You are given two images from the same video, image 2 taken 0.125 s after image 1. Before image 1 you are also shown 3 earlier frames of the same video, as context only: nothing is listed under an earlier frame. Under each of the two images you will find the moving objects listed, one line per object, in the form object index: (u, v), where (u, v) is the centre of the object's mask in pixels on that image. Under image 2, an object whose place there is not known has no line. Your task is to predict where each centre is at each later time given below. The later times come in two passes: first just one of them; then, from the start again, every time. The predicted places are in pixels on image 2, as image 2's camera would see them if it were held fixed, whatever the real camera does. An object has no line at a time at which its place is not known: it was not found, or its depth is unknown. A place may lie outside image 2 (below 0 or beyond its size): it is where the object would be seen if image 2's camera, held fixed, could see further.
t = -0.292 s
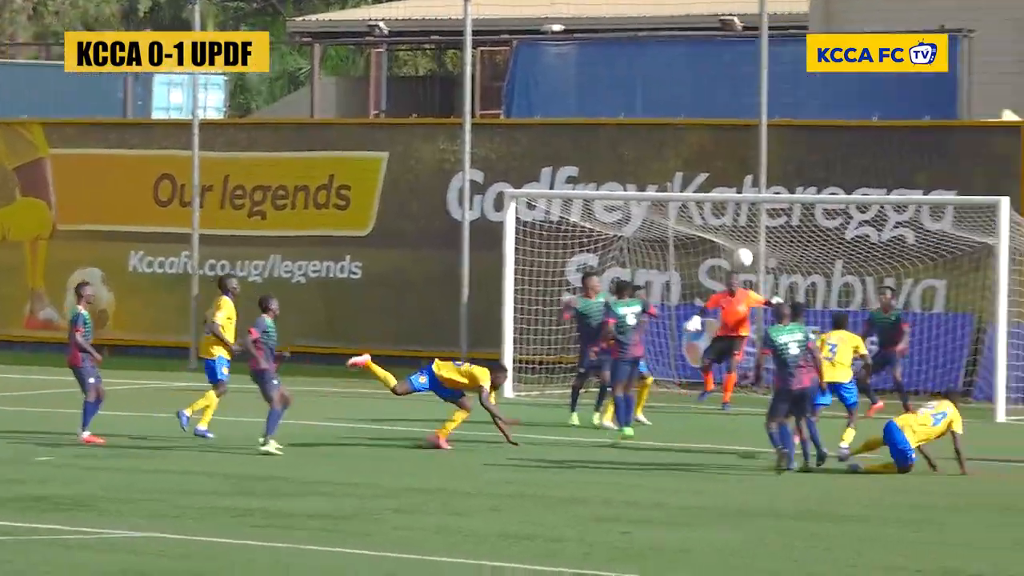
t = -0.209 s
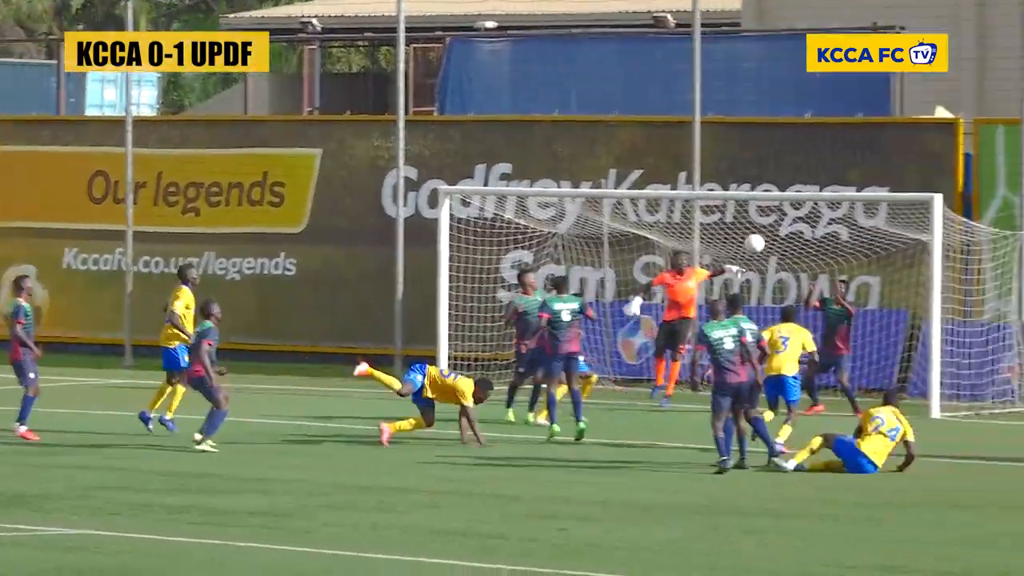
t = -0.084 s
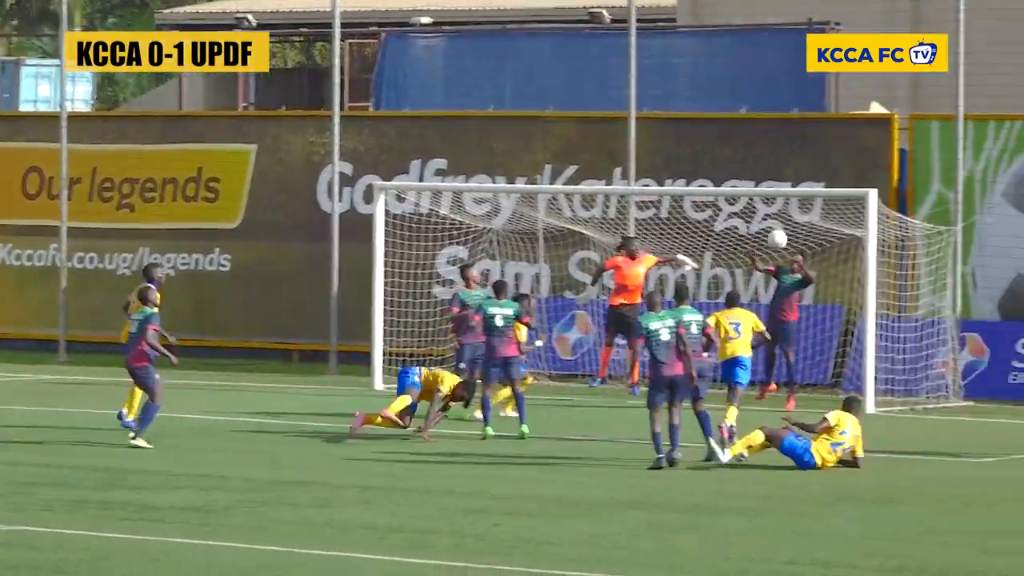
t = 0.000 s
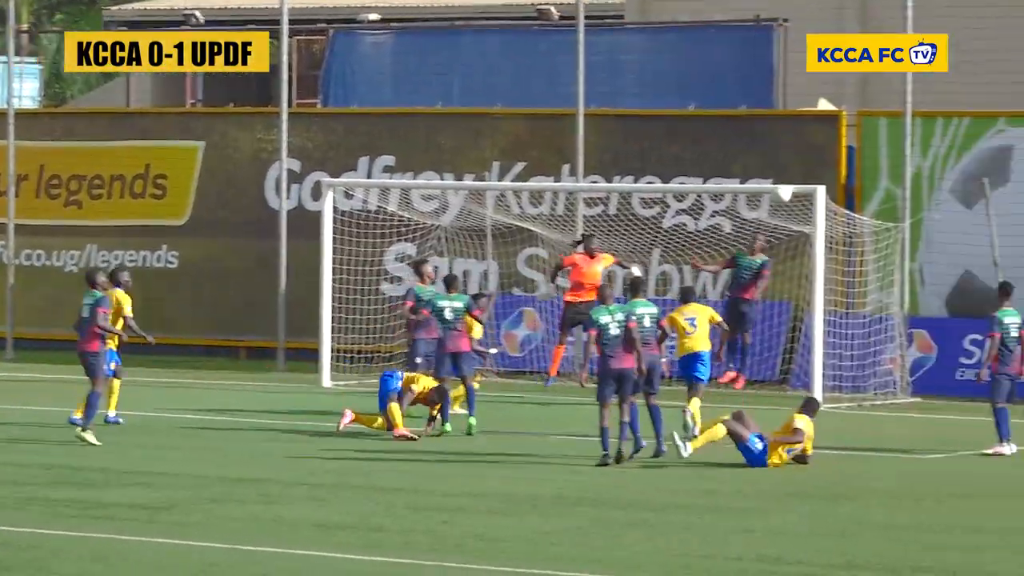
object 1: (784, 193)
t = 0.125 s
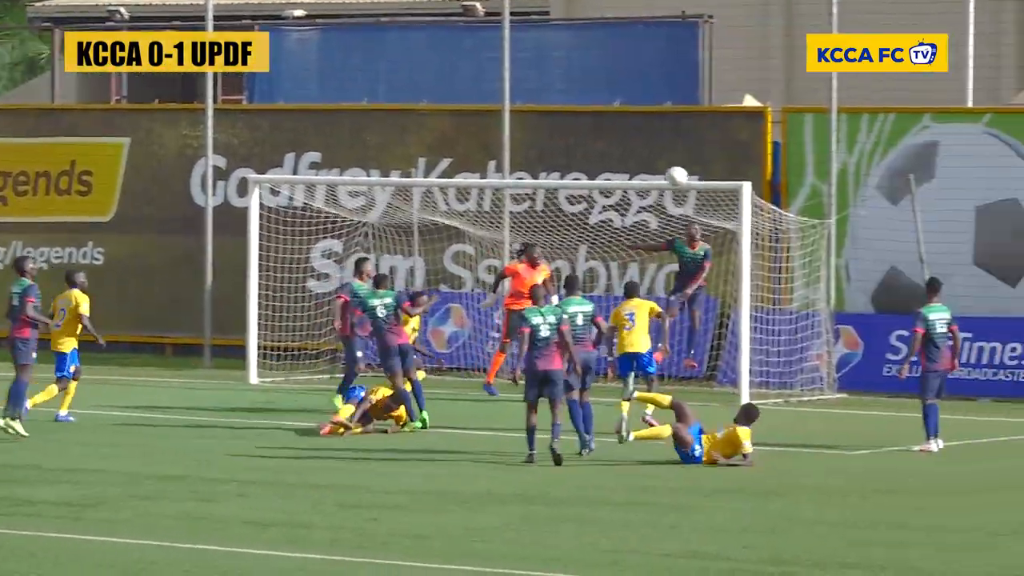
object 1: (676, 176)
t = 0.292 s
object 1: (628, 175)
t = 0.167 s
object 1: (666, 173)
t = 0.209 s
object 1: (655, 172)
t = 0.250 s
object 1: (639, 173)
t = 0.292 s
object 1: (628, 175)
